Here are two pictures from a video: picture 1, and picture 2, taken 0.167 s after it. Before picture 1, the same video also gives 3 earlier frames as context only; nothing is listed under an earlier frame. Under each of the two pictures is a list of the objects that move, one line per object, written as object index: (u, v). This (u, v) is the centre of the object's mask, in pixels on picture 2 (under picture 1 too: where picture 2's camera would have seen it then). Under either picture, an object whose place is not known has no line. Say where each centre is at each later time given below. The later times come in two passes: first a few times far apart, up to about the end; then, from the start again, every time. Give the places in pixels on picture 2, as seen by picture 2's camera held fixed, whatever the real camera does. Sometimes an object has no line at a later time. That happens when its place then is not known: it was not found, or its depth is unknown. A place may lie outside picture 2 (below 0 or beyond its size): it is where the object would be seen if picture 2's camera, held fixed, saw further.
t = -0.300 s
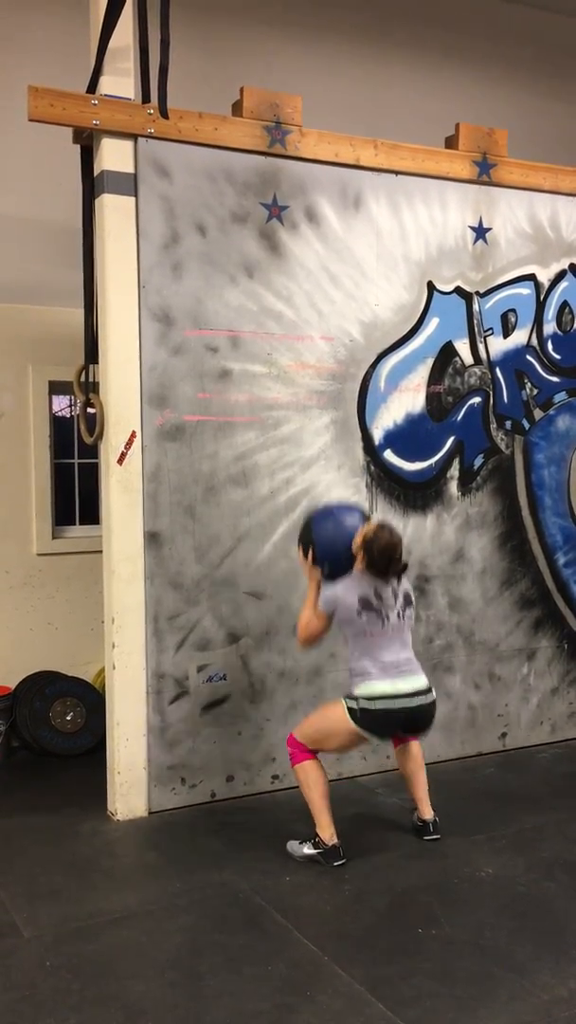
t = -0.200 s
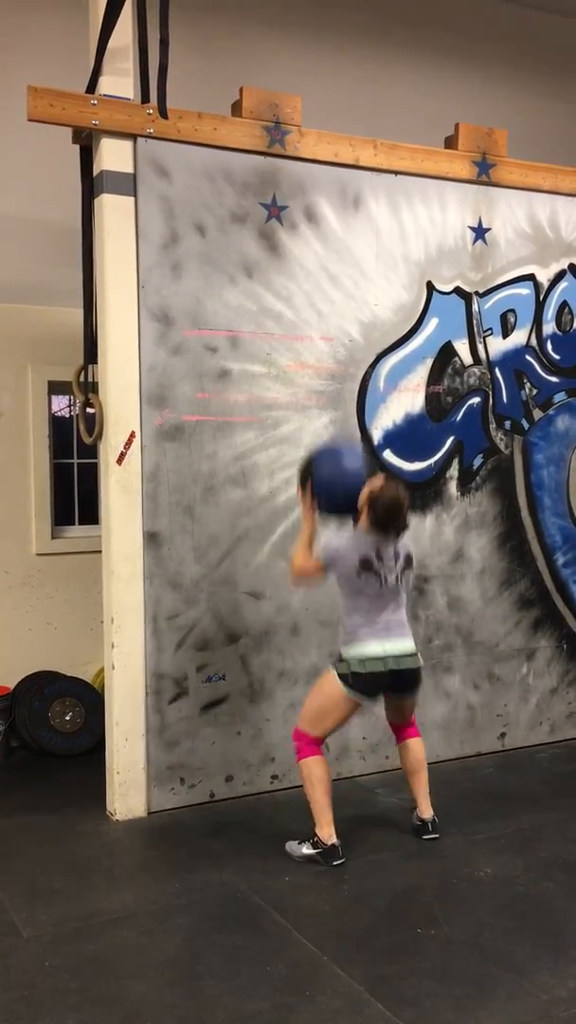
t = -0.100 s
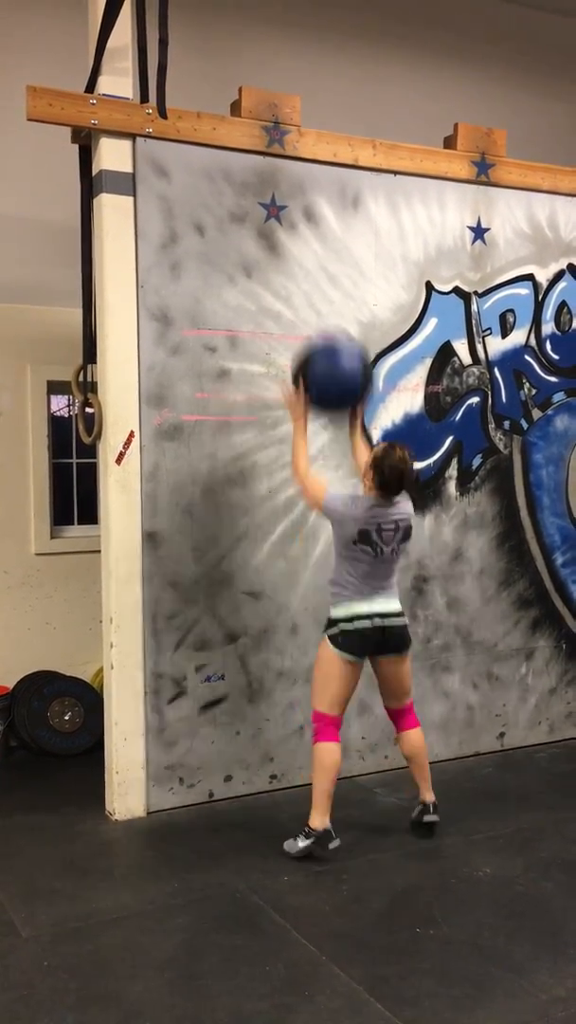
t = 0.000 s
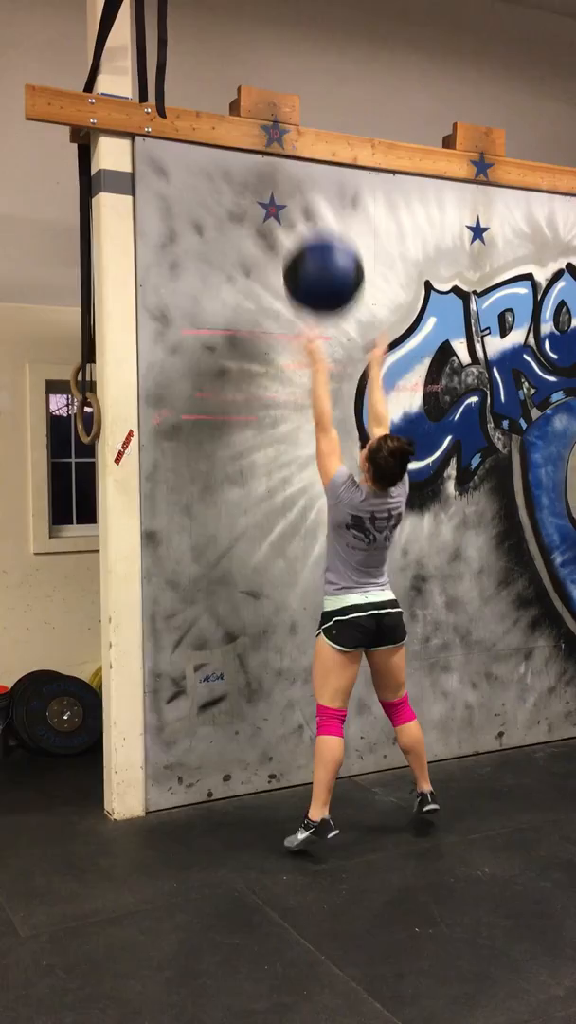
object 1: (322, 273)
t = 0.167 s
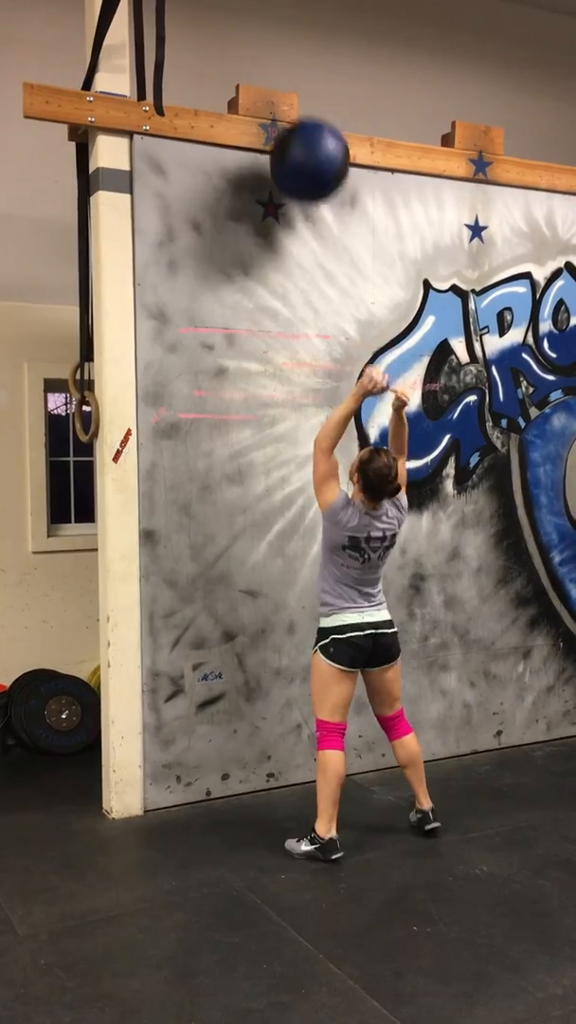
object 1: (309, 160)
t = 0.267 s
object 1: (302, 125)
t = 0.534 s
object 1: (317, 136)
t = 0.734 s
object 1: (334, 250)
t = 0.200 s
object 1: (307, 146)
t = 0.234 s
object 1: (304, 134)
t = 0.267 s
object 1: (302, 125)
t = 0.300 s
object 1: (300, 119)
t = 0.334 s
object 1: (301, 116)
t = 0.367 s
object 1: (303, 113)
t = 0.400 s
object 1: (306, 113)
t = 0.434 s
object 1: (308, 115)
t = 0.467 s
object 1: (311, 119)
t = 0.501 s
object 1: (314, 126)
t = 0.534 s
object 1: (317, 136)
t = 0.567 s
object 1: (320, 148)
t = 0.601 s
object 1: (323, 163)
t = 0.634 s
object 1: (325, 181)
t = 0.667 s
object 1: (328, 202)
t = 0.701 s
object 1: (331, 223)
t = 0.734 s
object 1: (334, 250)
